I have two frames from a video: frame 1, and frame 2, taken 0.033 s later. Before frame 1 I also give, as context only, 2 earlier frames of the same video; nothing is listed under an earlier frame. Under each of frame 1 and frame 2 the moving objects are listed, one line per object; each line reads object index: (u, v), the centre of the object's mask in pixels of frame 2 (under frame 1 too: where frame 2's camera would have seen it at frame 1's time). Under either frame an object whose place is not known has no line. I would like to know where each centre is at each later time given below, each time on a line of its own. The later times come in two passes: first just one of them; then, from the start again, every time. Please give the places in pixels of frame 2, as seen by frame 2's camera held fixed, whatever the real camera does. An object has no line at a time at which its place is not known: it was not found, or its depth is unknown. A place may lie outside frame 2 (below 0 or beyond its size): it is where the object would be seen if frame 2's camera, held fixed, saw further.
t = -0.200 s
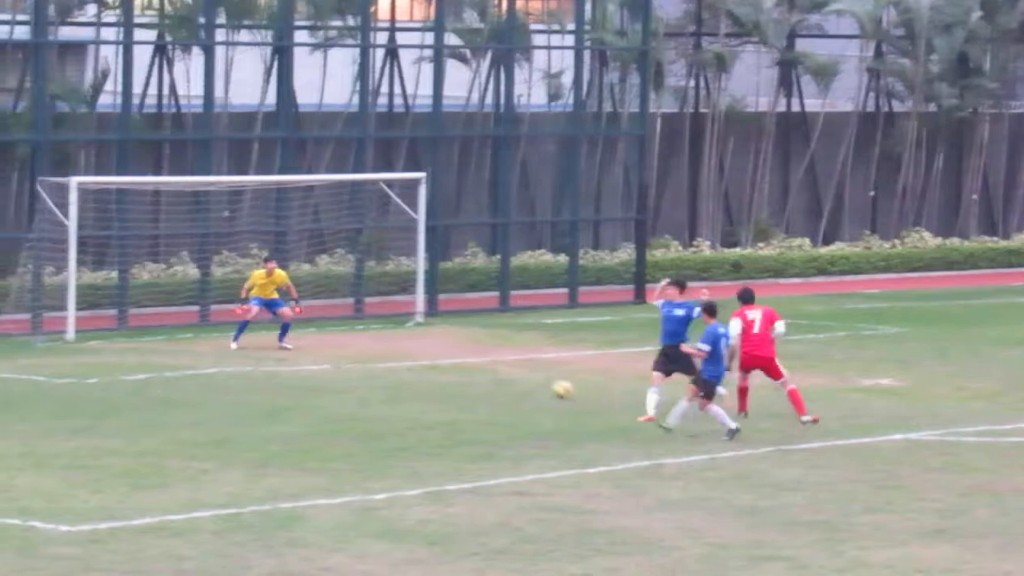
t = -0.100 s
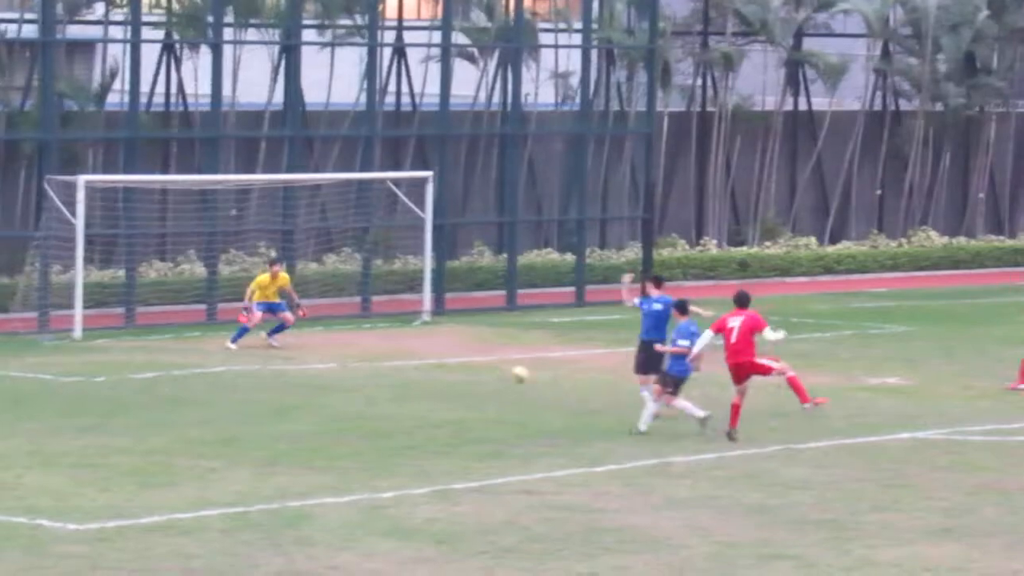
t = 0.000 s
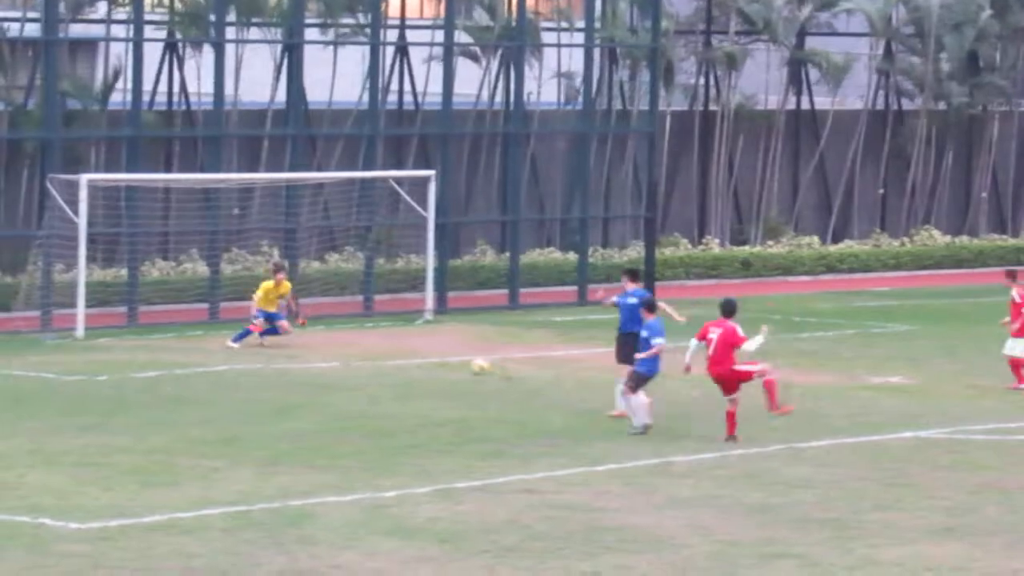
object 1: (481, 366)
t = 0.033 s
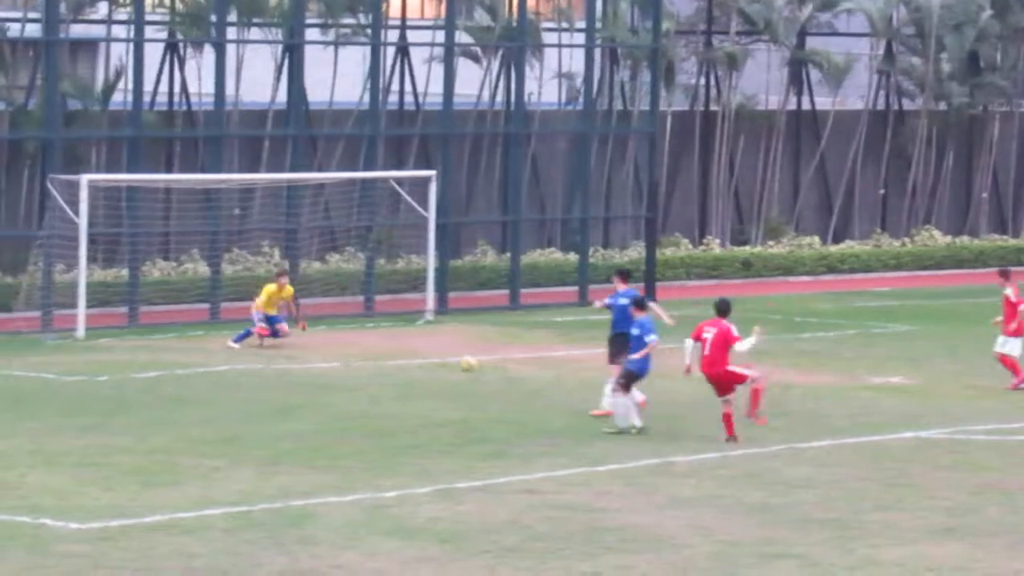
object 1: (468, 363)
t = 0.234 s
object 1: (408, 339)
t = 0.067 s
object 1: (455, 359)
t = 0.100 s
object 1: (446, 356)
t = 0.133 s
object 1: (434, 355)
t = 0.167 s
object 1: (425, 350)
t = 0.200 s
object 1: (417, 344)
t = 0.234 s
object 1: (408, 339)
